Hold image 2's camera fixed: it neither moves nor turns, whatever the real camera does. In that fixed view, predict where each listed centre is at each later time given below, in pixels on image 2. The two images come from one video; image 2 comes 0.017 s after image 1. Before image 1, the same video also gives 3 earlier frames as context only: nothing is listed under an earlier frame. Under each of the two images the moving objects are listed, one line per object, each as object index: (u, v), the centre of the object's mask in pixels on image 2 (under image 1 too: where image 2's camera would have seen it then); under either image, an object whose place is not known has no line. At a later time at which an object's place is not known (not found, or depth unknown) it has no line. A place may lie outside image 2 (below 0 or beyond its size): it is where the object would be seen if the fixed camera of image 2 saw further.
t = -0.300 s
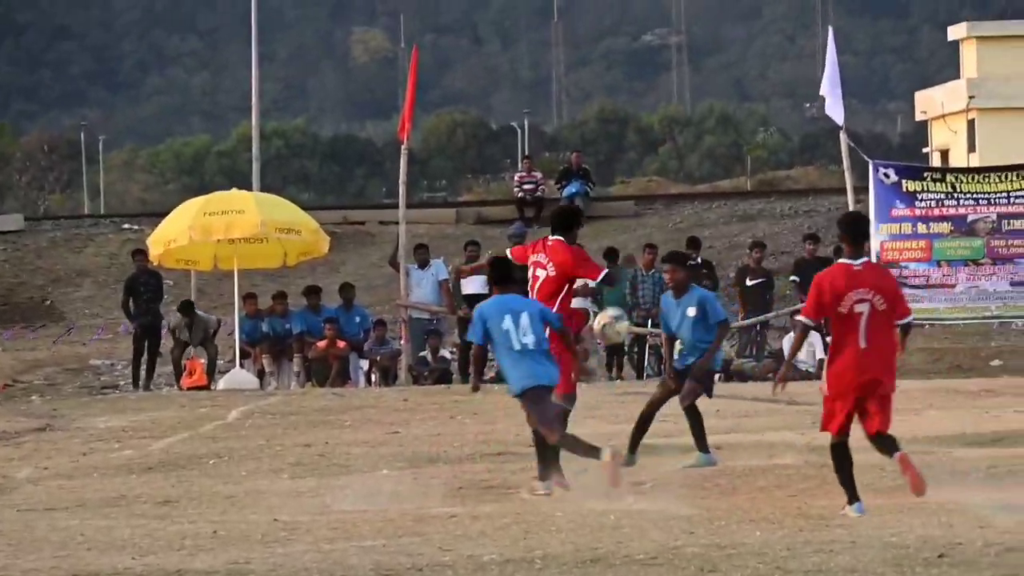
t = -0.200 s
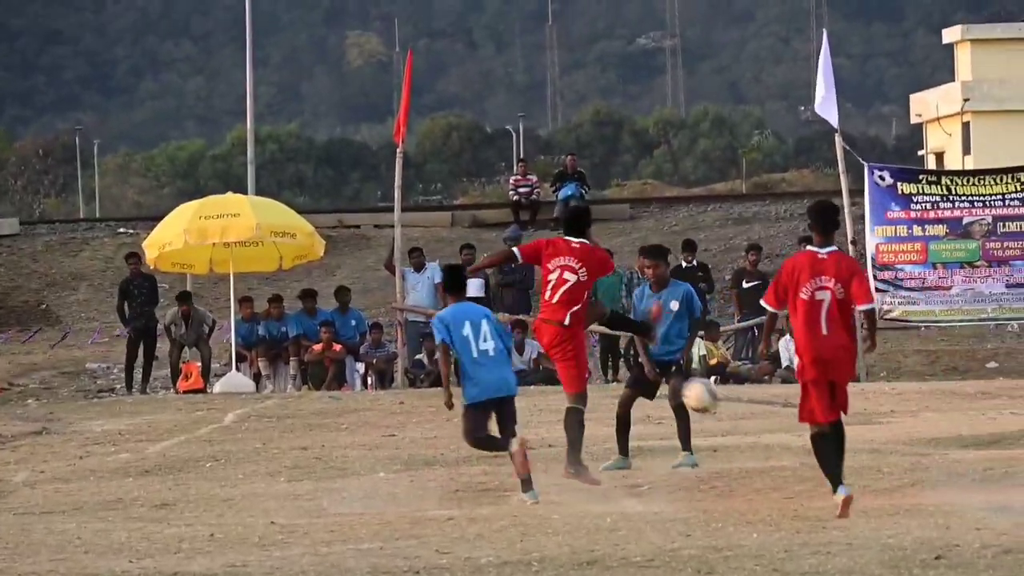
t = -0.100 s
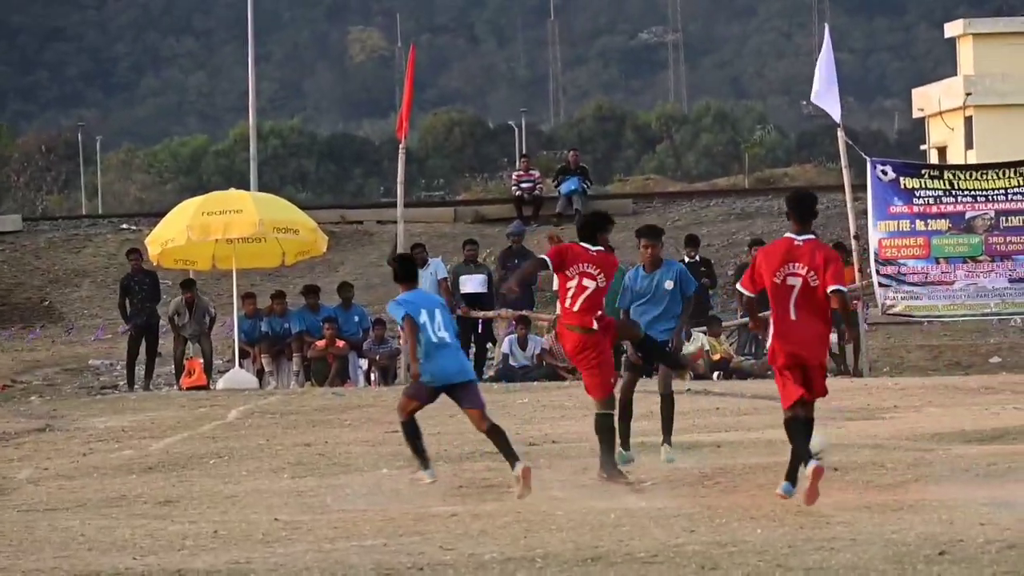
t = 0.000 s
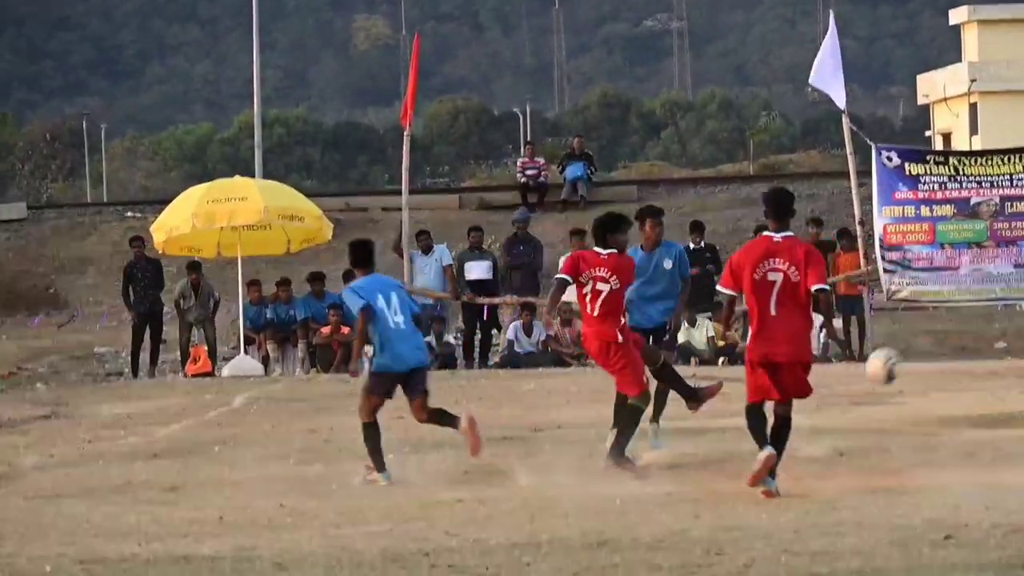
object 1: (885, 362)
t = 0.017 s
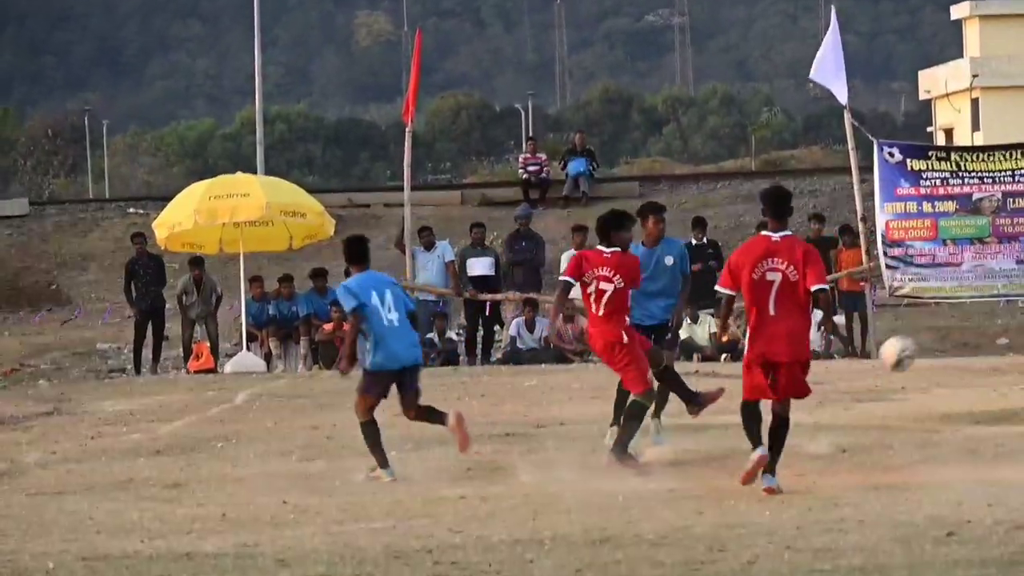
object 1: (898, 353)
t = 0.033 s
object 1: (911, 343)
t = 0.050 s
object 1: (922, 335)
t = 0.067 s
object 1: (933, 327)
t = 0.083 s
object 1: (942, 318)
